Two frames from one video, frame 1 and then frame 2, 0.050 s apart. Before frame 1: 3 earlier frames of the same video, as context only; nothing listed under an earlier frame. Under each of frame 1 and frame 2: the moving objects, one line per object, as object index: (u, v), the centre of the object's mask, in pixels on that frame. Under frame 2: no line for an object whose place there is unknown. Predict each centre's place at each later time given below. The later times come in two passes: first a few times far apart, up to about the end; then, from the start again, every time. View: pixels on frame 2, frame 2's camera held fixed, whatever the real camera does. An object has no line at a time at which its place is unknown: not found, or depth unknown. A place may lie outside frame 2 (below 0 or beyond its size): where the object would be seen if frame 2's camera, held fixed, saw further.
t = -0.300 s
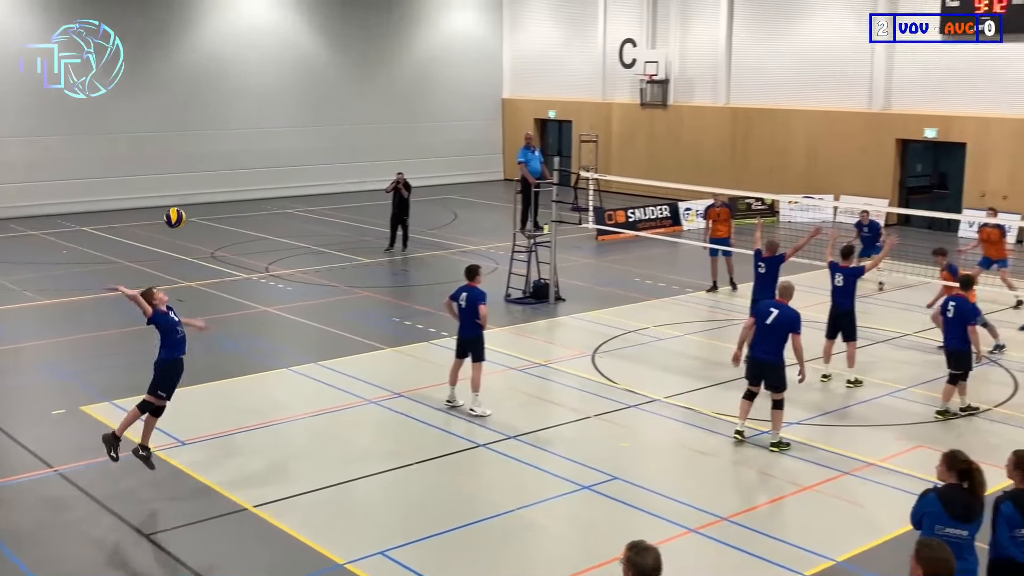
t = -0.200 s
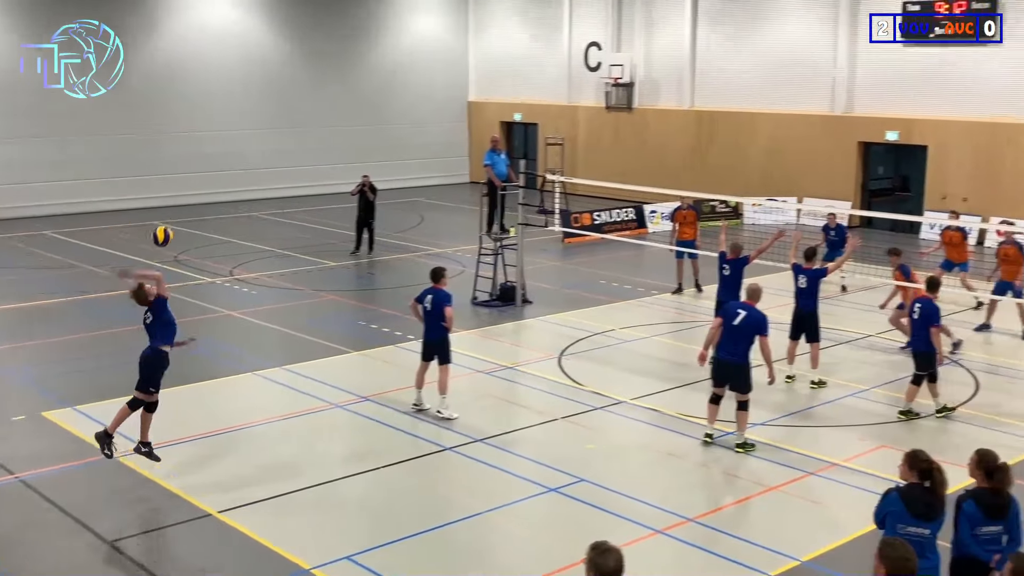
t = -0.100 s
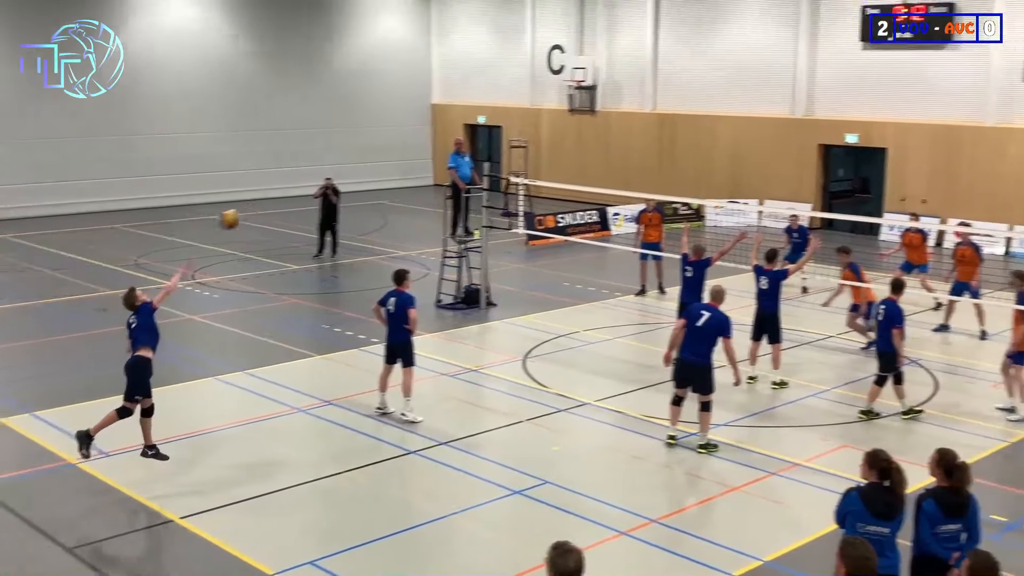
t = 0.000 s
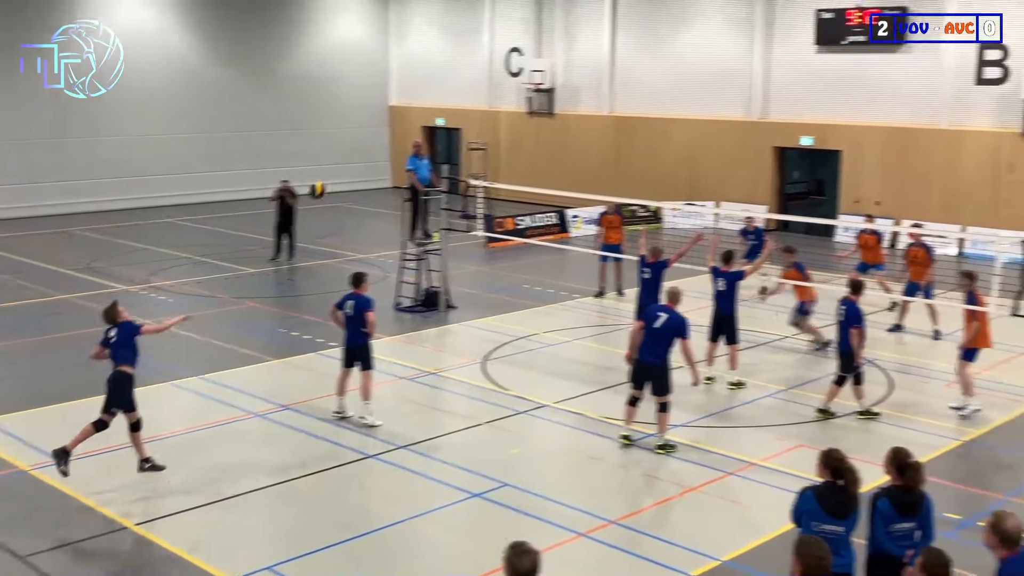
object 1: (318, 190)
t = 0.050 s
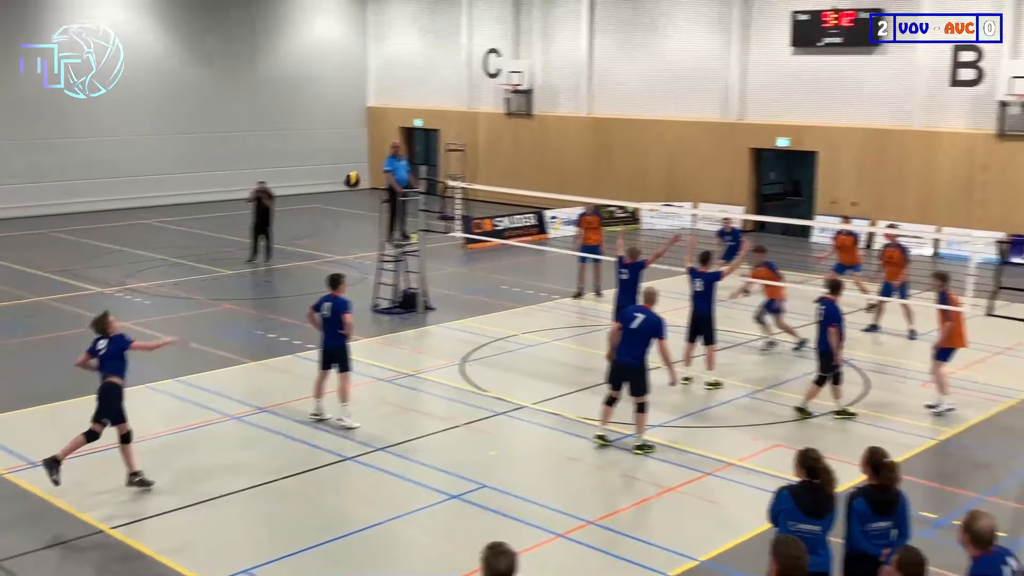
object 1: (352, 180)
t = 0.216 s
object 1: (506, 158)
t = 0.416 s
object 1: (650, 157)
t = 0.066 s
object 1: (369, 176)
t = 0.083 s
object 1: (386, 173)
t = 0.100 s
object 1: (402, 170)
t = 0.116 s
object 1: (419, 168)
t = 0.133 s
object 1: (433, 165)
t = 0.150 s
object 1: (449, 164)
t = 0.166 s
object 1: (464, 162)
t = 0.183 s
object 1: (478, 160)
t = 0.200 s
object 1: (493, 159)
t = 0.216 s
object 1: (506, 158)
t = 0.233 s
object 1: (520, 157)
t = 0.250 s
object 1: (533, 157)
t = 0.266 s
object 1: (547, 155)
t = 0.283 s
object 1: (559, 156)
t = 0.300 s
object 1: (572, 155)
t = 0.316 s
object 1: (584, 155)
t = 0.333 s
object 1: (596, 155)
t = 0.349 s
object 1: (607, 155)
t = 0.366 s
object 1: (618, 155)
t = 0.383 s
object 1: (629, 156)
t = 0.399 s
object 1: (640, 156)
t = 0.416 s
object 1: (650, 157)
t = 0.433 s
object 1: (660, 158)
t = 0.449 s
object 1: (670, 158)
